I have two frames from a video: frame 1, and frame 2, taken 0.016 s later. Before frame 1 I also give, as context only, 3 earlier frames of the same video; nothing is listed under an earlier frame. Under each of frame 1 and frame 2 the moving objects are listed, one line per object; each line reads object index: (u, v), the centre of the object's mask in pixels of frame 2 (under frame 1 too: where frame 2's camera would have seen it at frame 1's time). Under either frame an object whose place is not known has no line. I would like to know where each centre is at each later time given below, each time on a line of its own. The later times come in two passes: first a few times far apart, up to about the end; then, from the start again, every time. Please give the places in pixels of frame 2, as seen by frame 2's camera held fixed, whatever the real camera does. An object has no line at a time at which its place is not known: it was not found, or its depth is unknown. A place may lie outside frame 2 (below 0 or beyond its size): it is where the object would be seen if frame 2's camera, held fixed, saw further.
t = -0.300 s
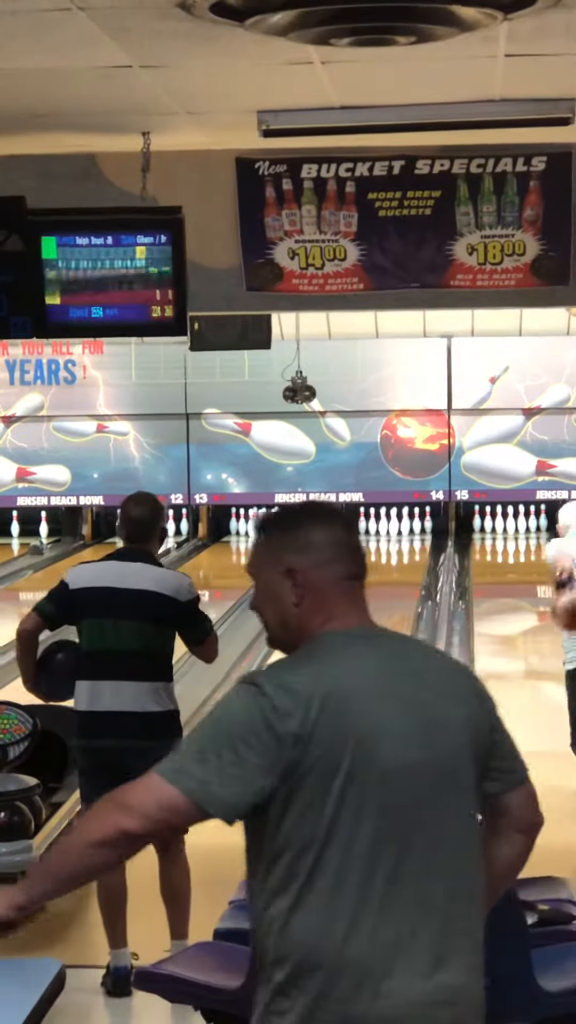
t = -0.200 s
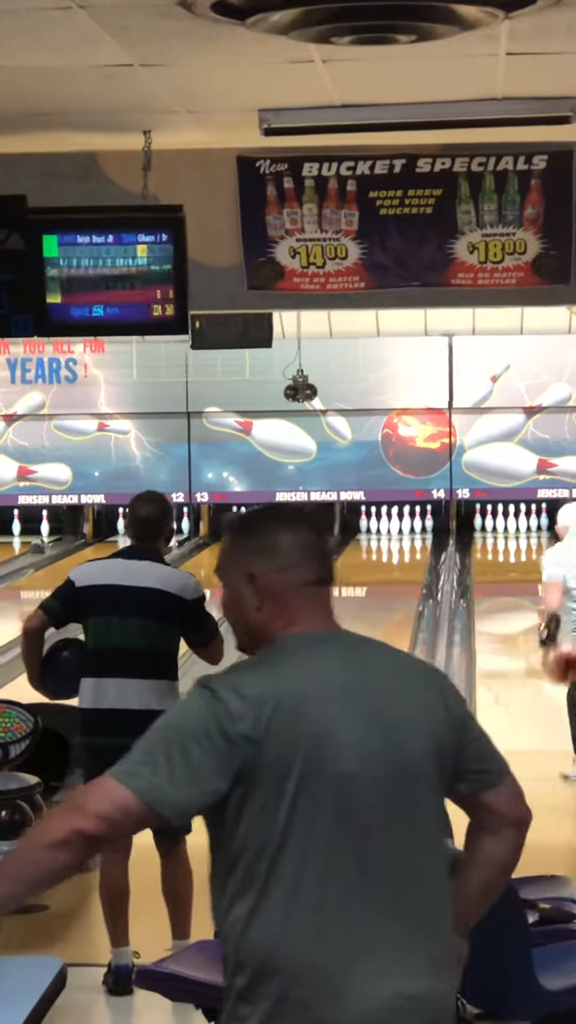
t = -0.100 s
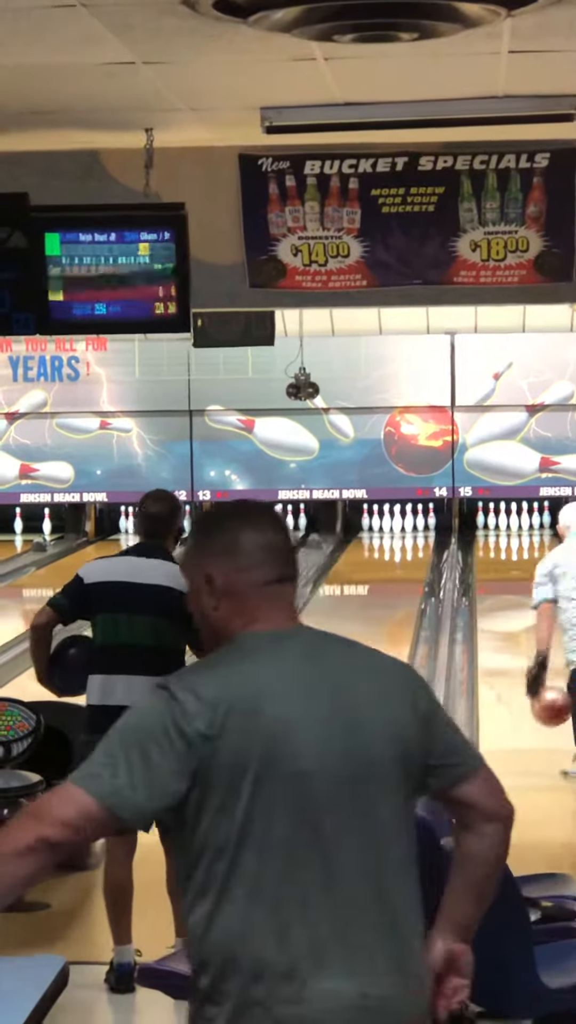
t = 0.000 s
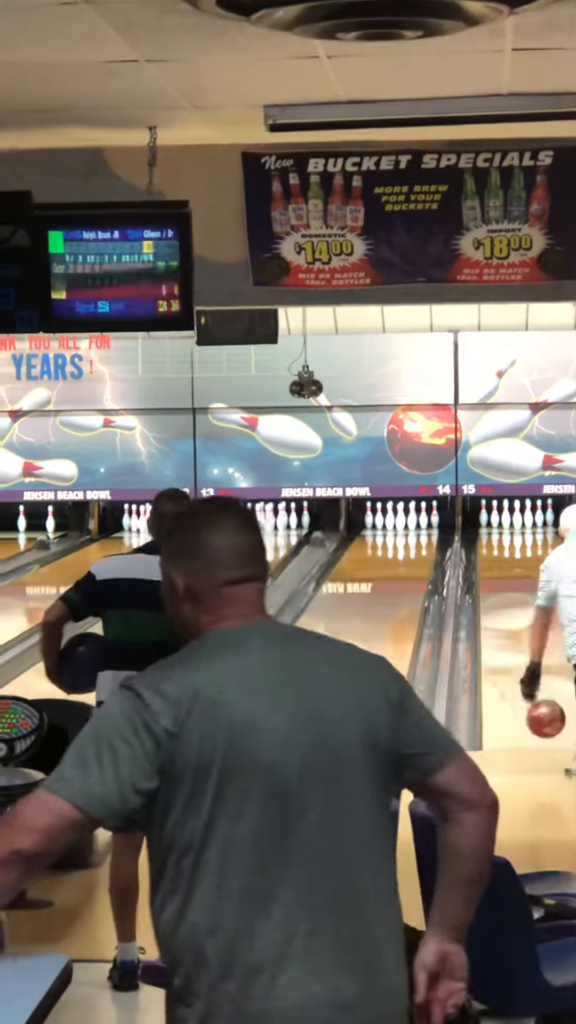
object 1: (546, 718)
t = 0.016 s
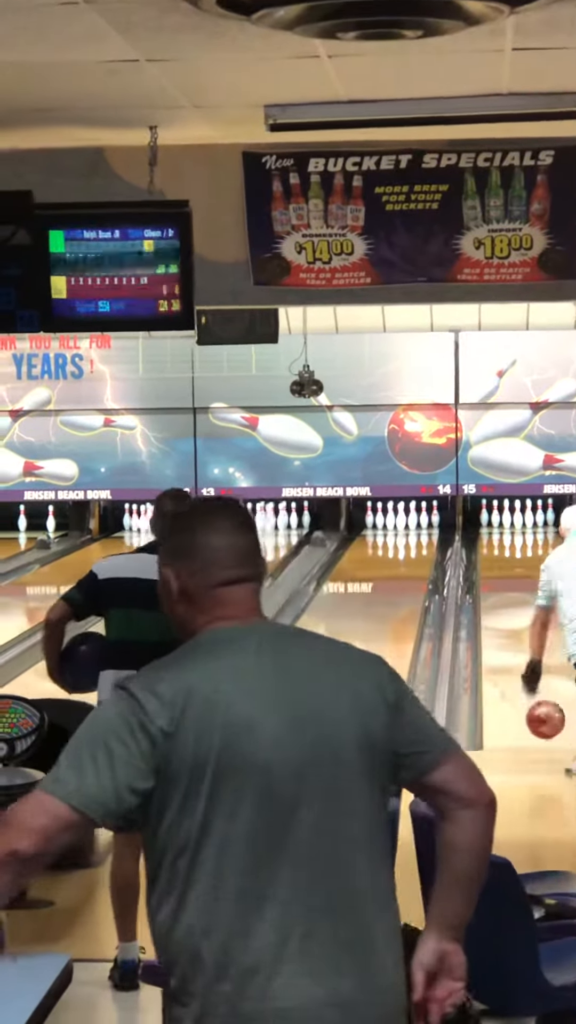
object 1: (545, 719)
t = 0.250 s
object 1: (536, 706)
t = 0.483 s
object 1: (529, 673)
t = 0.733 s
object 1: (523, 645)
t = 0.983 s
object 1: (516, 622)
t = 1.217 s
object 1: (516, 602)
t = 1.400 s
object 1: (513, 591)
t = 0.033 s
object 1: (545, 721)
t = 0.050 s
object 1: (544, 723)
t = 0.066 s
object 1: (543, 725)
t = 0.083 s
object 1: (542, 728)
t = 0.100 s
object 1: (541, 730)
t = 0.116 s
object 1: (541, 727)
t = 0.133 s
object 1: (540, 723)
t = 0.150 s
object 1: (539, 720)
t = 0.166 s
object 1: (539, 717)
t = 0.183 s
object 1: (538, 715)
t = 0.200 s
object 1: (537, 713)
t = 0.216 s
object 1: (537, 711)
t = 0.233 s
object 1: (536, 709)
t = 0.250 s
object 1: (536, 706)
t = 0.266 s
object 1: (535, 704)
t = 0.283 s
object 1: (535, 701)
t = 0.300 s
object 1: (534, 698)
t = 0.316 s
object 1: (534, 696)
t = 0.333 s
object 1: (533, 694)
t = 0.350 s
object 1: (533, 691)
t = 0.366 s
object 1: (532, 689)
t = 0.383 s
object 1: (532, 686)
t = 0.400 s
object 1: (532, 683)
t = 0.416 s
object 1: (531, 681)
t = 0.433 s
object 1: (531, 679)
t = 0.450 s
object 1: (530, 677)
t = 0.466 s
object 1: (530, 675)
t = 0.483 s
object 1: (529, 673)
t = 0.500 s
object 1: (529, 671)
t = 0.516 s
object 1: (528, 668)
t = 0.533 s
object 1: (528, 666)
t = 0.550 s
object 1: (527, 664)
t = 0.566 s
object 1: (527, 663)
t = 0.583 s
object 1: (526, 661)
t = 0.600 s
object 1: (526, 658)
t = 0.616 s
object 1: (526, 657)
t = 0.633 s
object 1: (526, 655)
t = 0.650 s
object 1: (525, 653)
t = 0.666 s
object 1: (524, 651)
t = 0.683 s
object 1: (524, 649)
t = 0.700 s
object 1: (524, 648)
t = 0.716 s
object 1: (523, 646)
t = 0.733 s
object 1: (523, 645)
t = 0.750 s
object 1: (523, 643)
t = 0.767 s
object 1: (523, 641)
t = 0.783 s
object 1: (523, 640)
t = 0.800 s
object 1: (522, 638)
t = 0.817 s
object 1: (522, 636)
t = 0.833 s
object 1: (522, 635)
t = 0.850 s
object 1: (521, 634)
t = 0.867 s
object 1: (521, 631)
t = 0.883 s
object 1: (520, 631)
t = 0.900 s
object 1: (520, 628)
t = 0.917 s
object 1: (520, 626)
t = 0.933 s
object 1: (519, 626)
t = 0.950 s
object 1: (518, 625)
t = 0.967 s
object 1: (517, 623)
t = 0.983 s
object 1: (516, 622)
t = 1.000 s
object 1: (515, 620)
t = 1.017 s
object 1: (515, 619)
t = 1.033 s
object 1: (515, 617)
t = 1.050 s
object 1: (517, 615)
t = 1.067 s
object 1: (517, 613)
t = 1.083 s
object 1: (517, 612)
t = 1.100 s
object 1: (517, 610)
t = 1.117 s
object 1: (516, 609)
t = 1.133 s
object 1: (515, 608)
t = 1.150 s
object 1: (515, 607)
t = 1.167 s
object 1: (514, 606)
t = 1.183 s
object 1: (515, 604)
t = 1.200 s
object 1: (515, 603)
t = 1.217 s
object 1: (516, 602)
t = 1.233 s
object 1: (516, 602)
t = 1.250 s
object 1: (516, 601)
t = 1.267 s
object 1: (515, 599)
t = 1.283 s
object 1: (515, 598)
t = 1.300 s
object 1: (515, 596)
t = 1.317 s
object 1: (515, 595)
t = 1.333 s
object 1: (514, 594)
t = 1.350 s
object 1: (514, 593)
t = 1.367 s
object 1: (514, 592)
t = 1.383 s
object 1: (513, 591)
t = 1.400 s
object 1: (513, 591)
